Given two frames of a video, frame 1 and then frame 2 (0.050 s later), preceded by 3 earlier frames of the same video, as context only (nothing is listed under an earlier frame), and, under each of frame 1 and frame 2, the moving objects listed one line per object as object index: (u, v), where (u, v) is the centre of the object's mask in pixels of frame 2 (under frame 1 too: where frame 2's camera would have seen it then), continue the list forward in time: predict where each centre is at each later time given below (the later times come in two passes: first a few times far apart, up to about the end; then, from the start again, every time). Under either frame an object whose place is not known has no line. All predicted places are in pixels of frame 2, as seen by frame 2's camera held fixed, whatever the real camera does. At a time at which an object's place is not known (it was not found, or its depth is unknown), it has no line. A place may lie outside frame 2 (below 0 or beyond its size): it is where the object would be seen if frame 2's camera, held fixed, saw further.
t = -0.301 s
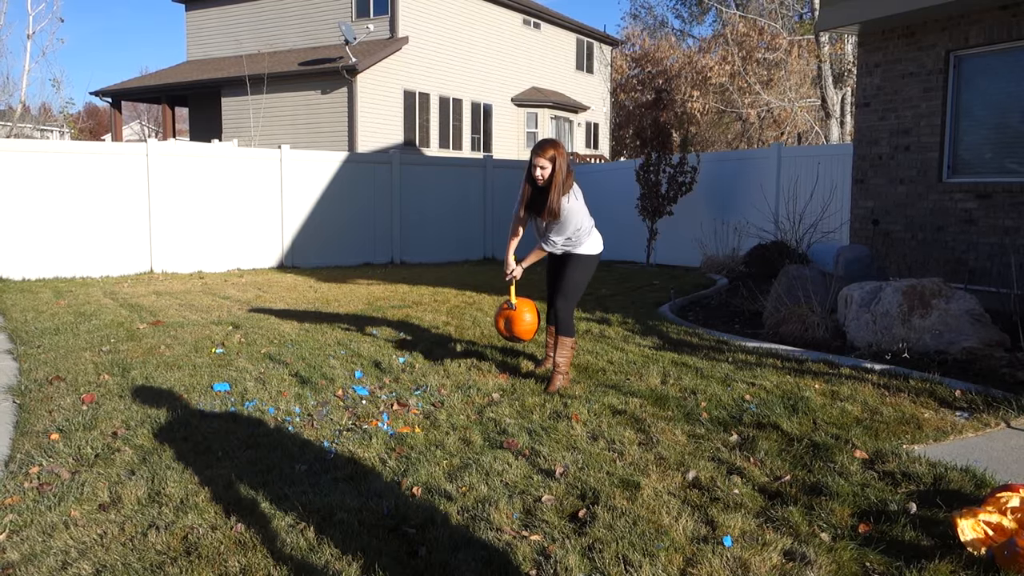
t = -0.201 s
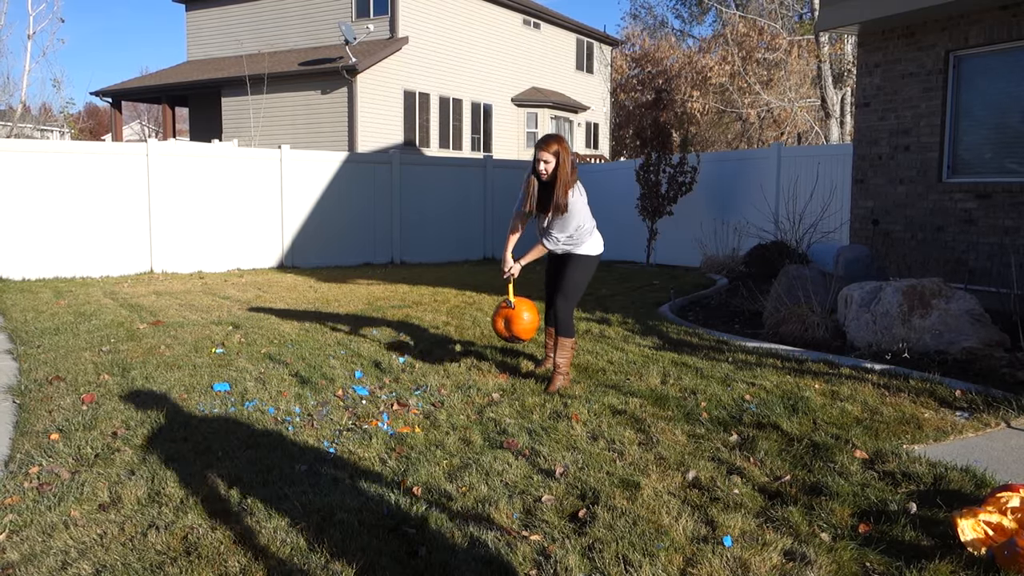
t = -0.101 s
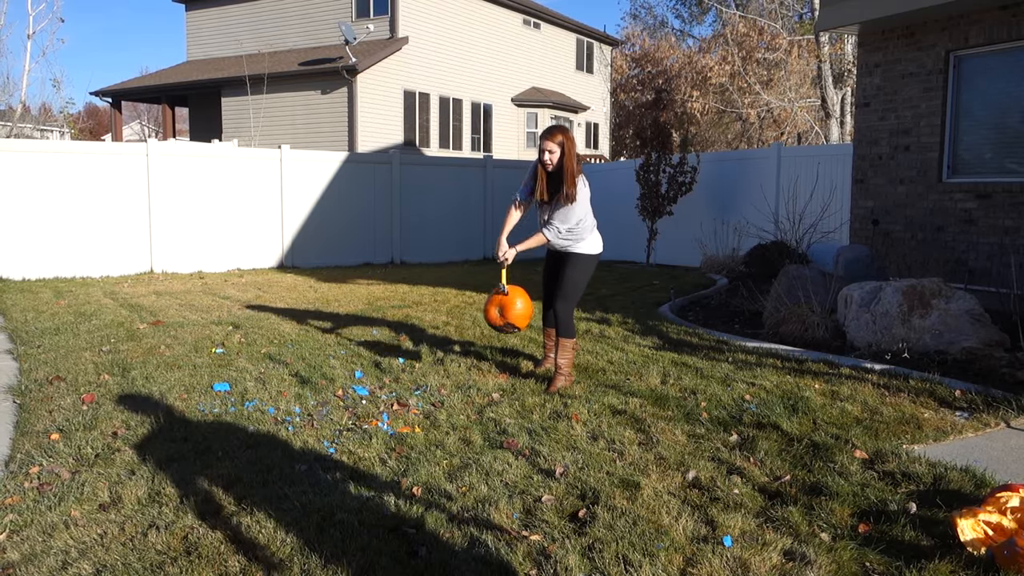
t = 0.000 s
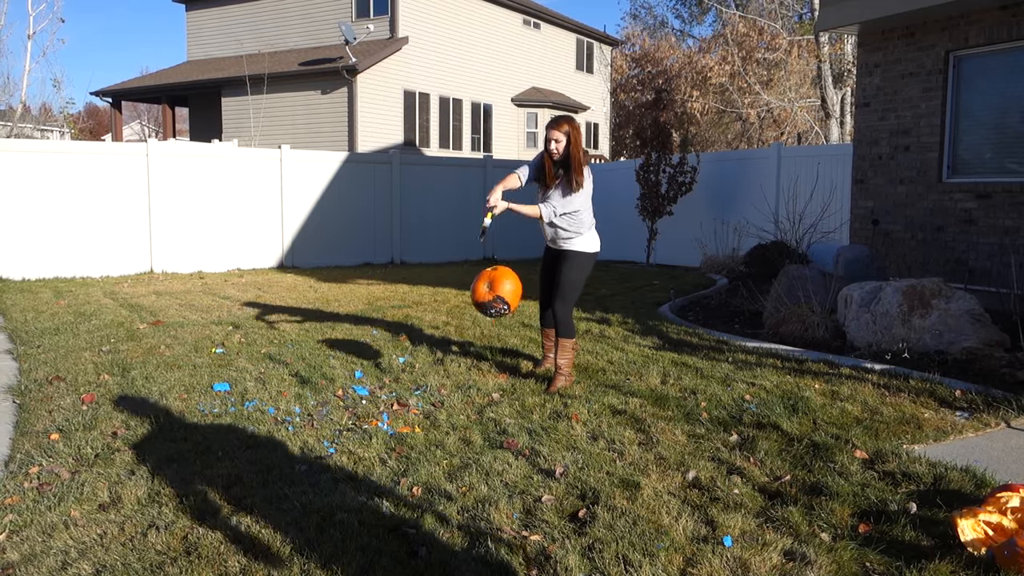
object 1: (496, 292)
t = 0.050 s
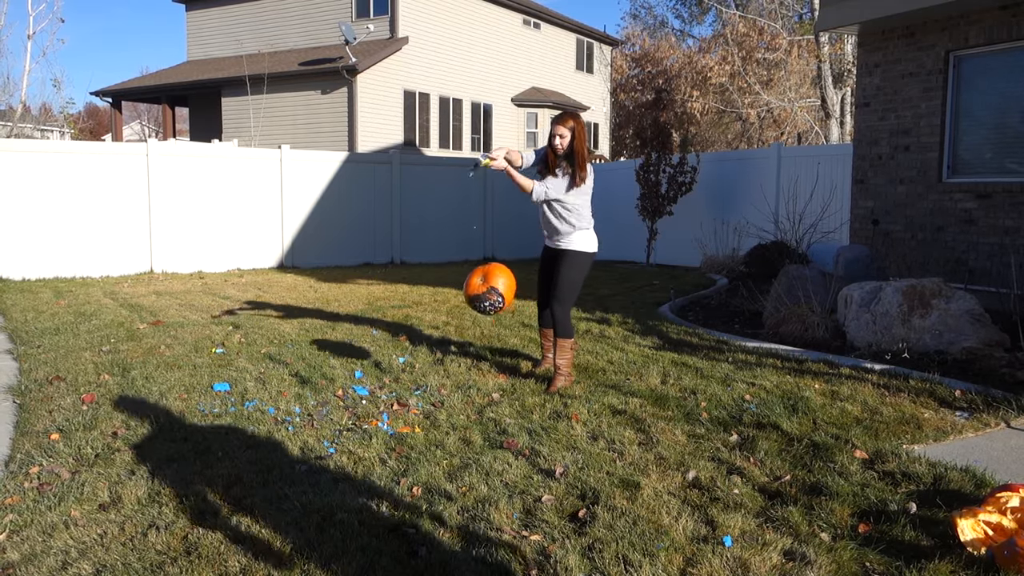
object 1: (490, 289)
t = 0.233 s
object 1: (465, 322)
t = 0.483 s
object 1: (432, 397)
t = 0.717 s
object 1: (415, 408)
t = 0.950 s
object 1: (418, 407)
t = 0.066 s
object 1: (488, 289)
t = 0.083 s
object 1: (485, 289)
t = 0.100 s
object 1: (483, 290)
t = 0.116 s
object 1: (481, 292)
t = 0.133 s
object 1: (479, 294)
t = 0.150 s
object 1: (476, 298)
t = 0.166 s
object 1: (474, 301)
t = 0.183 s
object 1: (472, 306)
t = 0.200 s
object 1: (469, 311)
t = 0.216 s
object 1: (467, 316)
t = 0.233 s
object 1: (465, 322)
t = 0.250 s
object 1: (462, 329)
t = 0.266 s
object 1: (460, 336)
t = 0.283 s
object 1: (457, 344)
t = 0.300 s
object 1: (454, 353)
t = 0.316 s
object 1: (451, 362)
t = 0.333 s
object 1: (449, 372)
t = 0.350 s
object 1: (446, 383)
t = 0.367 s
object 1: (443, 394)
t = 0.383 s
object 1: (440, 403)
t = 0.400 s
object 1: (438, 410)
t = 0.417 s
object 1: (437, 408)
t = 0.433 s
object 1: (436, 405)
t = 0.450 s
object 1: (434, 402)
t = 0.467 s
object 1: (433, 400)
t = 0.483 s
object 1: (432, 397)
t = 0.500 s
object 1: (430, 395)
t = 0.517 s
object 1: (429, 393)
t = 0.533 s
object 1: (428, 392)
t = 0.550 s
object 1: (427, 391)
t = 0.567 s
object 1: (425, 391)
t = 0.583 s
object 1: (424, 392)
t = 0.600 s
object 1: (423, 392)
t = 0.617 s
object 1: (421, 394)
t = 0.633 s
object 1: (420, 396)
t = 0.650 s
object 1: (418, 398)
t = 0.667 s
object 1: (417, 402)
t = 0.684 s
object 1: (416, 404)
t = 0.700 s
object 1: (415, 406)
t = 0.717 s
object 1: (415, 408)
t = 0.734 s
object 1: (414, 407)
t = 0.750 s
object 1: (415, 406)
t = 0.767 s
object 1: (415, 406)
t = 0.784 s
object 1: (415, 406)
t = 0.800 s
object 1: (415, 406)
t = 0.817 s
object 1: (415, 406)
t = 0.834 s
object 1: (415, 407)
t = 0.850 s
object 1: (415, 407)
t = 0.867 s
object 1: (416, 407)
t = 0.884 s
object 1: (416, 407)
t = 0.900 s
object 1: (417, 406)
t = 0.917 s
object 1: (417, 407)
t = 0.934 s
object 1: (417, 407)
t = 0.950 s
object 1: (418, 407)
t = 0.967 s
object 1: (418, 407)
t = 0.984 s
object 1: (418, 407)
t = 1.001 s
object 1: (418, 407)
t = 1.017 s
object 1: (418, 407)
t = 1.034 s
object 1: (419, 407)
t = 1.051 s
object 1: (419, 407)
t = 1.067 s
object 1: (419, 407)
